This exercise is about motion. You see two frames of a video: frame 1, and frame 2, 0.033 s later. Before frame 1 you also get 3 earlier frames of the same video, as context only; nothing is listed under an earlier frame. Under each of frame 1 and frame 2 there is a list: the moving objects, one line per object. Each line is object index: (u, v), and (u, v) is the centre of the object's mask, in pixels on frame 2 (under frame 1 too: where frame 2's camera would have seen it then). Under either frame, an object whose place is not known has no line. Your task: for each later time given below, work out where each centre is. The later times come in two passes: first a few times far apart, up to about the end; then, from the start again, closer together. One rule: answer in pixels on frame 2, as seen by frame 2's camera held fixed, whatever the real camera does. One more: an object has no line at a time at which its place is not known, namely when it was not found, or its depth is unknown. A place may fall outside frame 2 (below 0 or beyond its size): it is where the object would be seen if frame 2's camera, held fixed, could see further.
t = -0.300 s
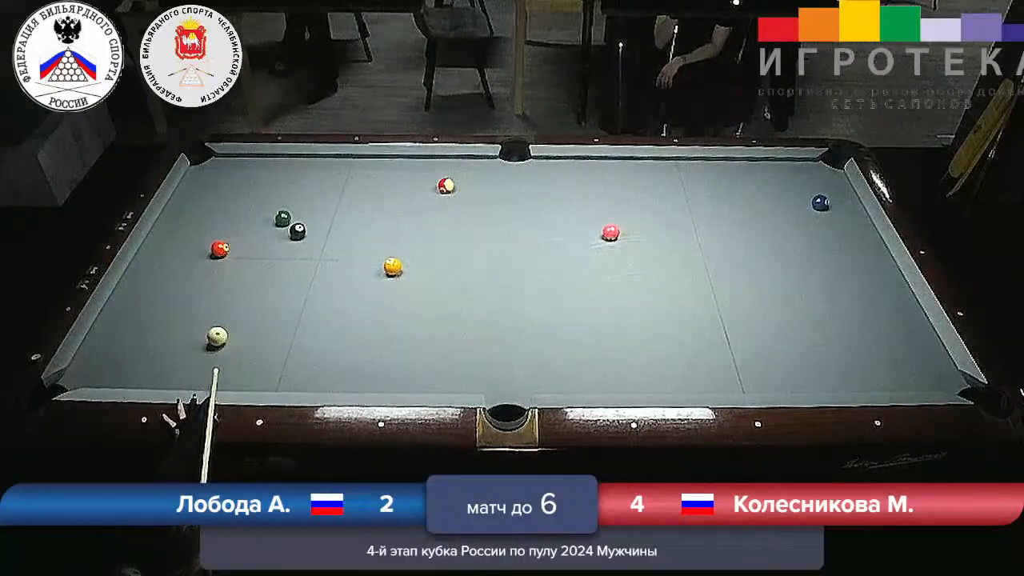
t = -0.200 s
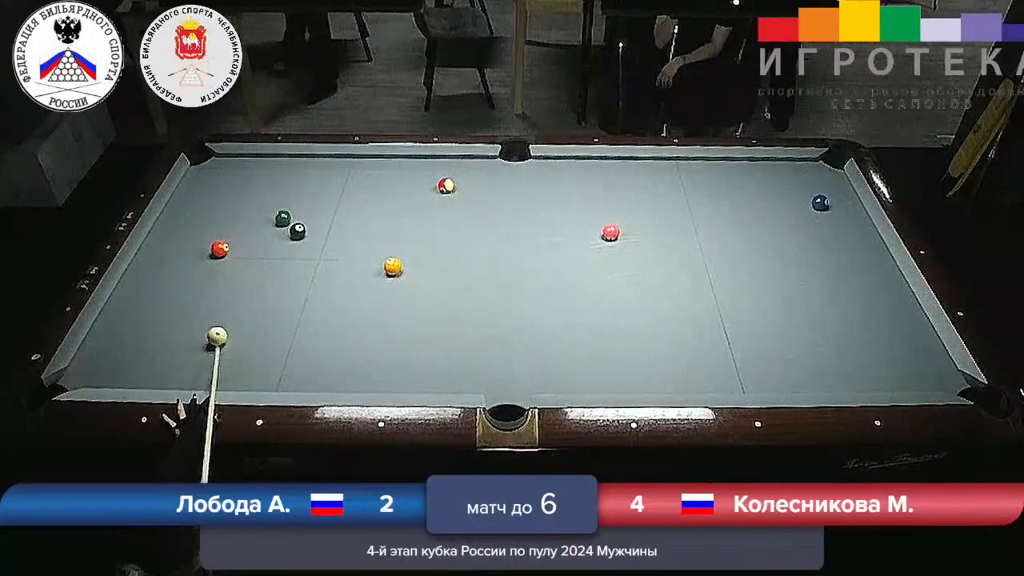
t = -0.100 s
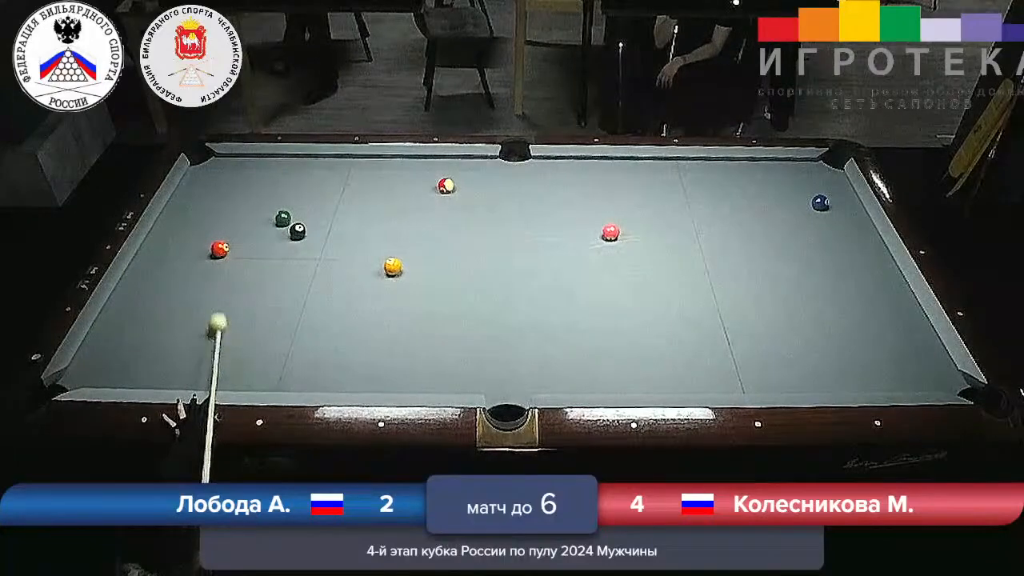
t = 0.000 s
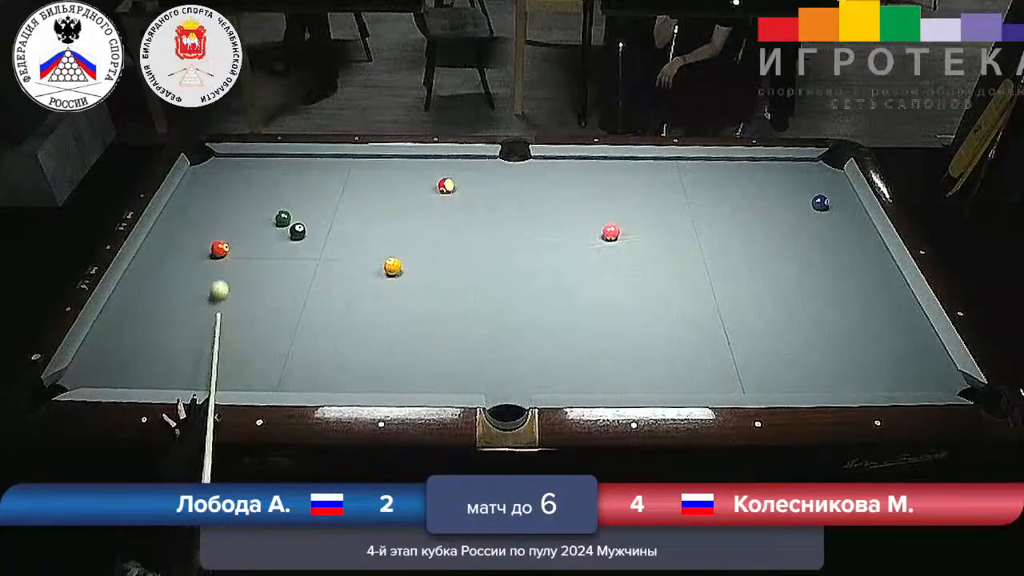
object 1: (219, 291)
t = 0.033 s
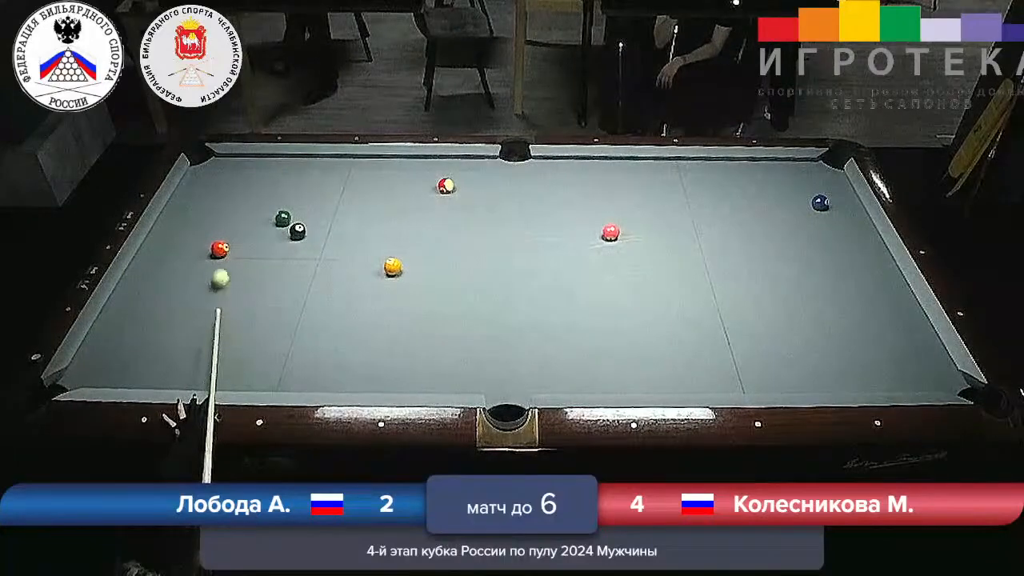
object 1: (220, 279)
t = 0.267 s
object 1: (230, 253)
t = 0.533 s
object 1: (244, 233)
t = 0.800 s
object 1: (256, 217)
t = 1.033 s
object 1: (265, 205)
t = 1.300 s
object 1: (276, 190)
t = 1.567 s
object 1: (284, 178)
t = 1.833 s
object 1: (292, 167)
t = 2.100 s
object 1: (299, 159)
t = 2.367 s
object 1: (302, 164)
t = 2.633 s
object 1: (305, 168)
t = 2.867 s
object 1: (307, 172)
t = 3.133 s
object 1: (308, 175)
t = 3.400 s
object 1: (309, 178)
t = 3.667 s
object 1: (310, 180)
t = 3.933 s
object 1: (311, 181)
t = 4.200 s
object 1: (311, 182)
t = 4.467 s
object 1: (311, 182)
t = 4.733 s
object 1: (311, 182)
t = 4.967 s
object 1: (311, 181)
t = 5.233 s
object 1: (311, 181)
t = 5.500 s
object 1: (311, 181)
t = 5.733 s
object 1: (311, 181)
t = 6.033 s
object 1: (311, 181)
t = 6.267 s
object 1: (311, 181)
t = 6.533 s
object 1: (311, 181)
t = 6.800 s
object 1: (311, 181)
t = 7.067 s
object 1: (311, 181)
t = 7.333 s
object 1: (311, 181)
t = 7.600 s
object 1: (311, 181)
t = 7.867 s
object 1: (311, 181)
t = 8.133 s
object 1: (311, 181)
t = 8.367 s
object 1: (311, 181)
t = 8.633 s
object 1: (311, 181)
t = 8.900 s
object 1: (311, 181)
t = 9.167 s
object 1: (311, 181)
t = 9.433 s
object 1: (311, 181)
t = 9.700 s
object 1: (311, 181)
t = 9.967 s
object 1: (311, 181)
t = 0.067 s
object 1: (220, 274)
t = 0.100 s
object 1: (221, 263)
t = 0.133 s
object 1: (222, 259)
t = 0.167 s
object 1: (224, 258)
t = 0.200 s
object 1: (226, 256)
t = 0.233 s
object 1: (229, 254)
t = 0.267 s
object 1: (230, 253)
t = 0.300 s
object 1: (231, 250)
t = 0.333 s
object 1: (234, 247)
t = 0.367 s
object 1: (235, 246)
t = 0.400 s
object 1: (237, 243)
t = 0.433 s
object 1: (239, 240)
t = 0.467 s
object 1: (240, 239)
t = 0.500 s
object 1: (242, 236)
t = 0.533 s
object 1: (244, 233)
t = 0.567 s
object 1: (244, 232)
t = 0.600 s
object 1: (246, 229)
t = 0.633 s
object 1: (248, 227)
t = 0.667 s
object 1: (249, 226)
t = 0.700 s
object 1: (251, 223)
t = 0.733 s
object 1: (253, 221)
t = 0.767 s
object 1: (254, 220)
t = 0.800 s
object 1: (256, 217)
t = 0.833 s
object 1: (257, 215)
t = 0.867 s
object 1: (258, 214)
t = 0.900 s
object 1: (260, 211)
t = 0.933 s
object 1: (261, 210)
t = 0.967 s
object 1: (262, 208)
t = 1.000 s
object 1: (264, 206)
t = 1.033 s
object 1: (265, 205)
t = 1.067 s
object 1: (266, 202)
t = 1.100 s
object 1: (268, 200)
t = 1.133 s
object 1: (269, 199)
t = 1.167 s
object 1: (270, 197)
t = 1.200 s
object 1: (272, 195)
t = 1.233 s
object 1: (273, 194)
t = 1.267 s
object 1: (274, 192)
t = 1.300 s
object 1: (276, 190)
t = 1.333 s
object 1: (276, 189)
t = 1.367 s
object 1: (277, 187)
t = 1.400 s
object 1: (279, 185)
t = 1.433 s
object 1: (280, 184)
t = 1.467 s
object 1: (281, 183)
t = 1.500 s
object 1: (283, 181)
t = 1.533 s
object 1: (283, 180)
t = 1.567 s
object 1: (284, 178)
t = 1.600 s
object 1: (286, 176)
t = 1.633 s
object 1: (287, 175)
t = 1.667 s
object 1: (288, 174)
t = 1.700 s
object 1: (289, 172)
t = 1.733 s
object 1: (290, 171)
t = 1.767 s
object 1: (291, 169)
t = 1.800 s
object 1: (292, 168)
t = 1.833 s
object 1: (292, 167)
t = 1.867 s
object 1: (295, 164)
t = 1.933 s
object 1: (295, 163)
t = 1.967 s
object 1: (297, 161)
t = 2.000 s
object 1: (298, 160)
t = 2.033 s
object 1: (298, 159)
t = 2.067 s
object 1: (299, 159)
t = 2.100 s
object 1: (299, 159)
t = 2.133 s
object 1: (300, 160)
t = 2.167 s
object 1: (300, 161)
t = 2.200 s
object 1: (300, 161)
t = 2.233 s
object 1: (301, 162)
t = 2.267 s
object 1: (301, 162)
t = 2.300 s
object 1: (302, 163)
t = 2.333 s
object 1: (302, 163)
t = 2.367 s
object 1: (302, 164)
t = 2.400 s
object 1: (303, 165)
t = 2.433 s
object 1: (303, 165)
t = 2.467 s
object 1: (303, 166)
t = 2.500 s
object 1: (303, 166)
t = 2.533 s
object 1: (304, 167)
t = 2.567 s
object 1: (304, 167)
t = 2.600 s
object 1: (304, 168)
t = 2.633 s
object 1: (305, 168)
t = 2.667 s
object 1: (305, 169)
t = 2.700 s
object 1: (305, 170)
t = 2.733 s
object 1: (306, 170)
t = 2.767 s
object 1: (306, 171)
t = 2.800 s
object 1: (306, 171)
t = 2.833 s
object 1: (306, 172)
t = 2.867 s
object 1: (307, 172)
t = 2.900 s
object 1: (307, 172)
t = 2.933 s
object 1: (307, 173)
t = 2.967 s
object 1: (307, 173)
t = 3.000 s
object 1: (308, 174)
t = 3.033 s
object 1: (308, 174)
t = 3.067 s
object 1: (308, 174)
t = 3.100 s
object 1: (308, 175)
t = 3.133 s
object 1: (308, 175)
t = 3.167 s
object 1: (308, 176)
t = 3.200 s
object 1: (308, 176)
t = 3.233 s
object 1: (308, 176)
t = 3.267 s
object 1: (309, 177)
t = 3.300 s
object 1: (309, 177)
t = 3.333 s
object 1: (309, 177)
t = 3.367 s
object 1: (309, 177)
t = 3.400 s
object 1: (309, 178)
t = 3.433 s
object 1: (309, 178)
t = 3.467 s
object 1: (309, 178)
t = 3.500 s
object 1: (310, 178)
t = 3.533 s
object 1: (310, 179)
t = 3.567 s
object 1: (310, 179)
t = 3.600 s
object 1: (310, 179)
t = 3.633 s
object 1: (310, 179)
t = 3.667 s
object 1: (310, 180)
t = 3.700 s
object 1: (310, 180)
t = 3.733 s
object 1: (310, 180)
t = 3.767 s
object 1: (310, 180)
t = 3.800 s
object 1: (310, 180)
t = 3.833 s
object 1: (310, 181)
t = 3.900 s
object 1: (311, 181)
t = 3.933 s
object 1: (311, 181)
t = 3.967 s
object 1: (311, 181)
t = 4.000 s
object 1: (311, 181)
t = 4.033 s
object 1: (311, 181)
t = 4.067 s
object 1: (311, 182)
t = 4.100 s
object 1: (311, 182)
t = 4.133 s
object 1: (311, 181)
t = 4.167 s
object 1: (311, 182)
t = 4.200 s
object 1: (311, 182)
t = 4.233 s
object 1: (311, 181)
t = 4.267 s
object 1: (311, 182)
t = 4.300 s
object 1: (311, 182)
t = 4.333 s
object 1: (311, 182)
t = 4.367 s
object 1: (311, 182)
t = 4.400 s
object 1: (311, 182)
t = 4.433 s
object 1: (311, 182)
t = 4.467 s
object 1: (311, 182)
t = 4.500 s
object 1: (311, 182)
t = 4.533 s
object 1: (311, 182)
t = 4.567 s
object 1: (311, 182)
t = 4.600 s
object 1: (311, 182)
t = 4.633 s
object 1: (311, 182)
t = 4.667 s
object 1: (311, 182)
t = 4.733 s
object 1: (311, 182)
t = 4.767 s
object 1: (311, 181)
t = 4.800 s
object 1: (311, 182)
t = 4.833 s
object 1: (311, 181)
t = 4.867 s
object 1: (311, 181)
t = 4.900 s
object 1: (311, 181)
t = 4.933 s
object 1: (311, 181)
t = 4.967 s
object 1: (311, 181)
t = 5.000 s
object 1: (311, 181)
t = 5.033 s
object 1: (311, 181)
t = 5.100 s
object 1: (311, 181)
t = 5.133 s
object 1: (311, 181)
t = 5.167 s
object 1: (311, 181)
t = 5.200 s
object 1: (311, 181)
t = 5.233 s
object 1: (311, 181)
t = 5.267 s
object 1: (311, 181)
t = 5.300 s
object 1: (311, 181)
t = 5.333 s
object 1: (311, 181)
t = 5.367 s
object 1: (311, 181)
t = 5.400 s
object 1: (311, 181)
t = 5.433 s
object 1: (311, 181)
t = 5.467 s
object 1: (311, 181)
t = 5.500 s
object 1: (311, 181)
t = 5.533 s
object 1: (311, 181)
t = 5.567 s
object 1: (311, 181)
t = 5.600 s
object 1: (311, 181)
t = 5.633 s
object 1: (311, 181)
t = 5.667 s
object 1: (311, 181)
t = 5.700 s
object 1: (311, 181)
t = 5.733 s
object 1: (311, 181)
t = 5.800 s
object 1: (311, 181)
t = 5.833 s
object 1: (311, 181)
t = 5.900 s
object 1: (311, 181)
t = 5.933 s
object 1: (311, 181)
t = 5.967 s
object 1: (311, 181)
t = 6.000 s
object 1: (311, 181)
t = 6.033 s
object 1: (311, 181)
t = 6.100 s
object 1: (311, 181)
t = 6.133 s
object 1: (311, 181)
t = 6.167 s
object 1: (311, 182)
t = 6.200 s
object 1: (311, 181)
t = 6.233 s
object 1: (311, 181)
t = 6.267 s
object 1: (311, 181)
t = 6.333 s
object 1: (311, 181)
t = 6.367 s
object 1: (311, 181)
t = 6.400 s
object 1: (311, 181)
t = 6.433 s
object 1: (311, 181)
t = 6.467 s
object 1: (311, 181)
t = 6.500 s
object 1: (311, 181)
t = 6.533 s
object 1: (311, 181)
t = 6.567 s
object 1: (311, 181)
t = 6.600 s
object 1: (311, 181)
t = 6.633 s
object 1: (311, 181)
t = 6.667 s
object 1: (311, 181)
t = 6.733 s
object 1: (311, 181)
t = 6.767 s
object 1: (311, 181)
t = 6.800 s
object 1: (311, 181)
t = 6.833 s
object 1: (311, 181)
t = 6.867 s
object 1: (311, 181)
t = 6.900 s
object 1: (311, 181)
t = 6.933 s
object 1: (311, 181)
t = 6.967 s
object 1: (311, 181)
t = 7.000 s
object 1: (311, 181)
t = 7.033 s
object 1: (311, 181)
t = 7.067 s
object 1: (311, 181)
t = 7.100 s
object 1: (311, 181)
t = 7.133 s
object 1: (311, 181)
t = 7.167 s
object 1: (311, 181)
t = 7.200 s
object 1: (311, 181)
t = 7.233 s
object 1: (311, 181)
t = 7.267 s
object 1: (311, 181)
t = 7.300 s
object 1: (311, 181)
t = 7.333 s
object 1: (311, 181)
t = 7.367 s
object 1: (311, 181)
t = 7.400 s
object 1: (311, 181)
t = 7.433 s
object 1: (311, 181)
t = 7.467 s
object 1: (311, 181)
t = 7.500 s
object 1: (311, 181)
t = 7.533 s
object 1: (311, 181)
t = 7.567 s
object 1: (311, 181)
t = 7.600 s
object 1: (311, 181)
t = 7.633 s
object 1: (311, 182)
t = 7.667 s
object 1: (311, 181)
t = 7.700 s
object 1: (311, 181)
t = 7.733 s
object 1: (311, 182)
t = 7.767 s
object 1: (311, 181)
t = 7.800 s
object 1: (311, 181)
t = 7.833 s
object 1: (311, 181)
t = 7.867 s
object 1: (311, 181)
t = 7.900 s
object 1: (311, 181)
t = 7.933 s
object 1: (311, 181)
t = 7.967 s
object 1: (311, 181)
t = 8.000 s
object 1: (311, 181)
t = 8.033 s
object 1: (311, 181)
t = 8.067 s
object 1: (311, 181)
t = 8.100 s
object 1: (311, 181)
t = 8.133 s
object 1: (311, 181)
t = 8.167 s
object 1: (311, 181)
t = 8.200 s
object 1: (311, 181)
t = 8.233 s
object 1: (311, 181)
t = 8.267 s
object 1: (311, 181)
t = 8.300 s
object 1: (311, 181)
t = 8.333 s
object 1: (311, 181)
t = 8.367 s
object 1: (311, 181)
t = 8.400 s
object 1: (311, 181)
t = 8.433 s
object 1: (311, 181)
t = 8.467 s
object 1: (311, 181)
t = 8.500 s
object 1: (311, 181)
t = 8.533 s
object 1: (311, 181)
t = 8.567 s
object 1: (311, 181)
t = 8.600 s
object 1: (311, 181)
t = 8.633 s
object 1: (311, 181)
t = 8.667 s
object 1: (311, 181)
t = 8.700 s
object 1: (311, 181)
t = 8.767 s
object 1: (311, 181)
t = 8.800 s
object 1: (311, 181)
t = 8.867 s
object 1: (311, 181)
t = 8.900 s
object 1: (311, 181)
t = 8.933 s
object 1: (311, 181)
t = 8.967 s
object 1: (311, 181)
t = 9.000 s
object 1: (311, 181)
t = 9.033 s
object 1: (311, 181)
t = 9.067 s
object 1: (311, 181)
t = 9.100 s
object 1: (311, 181)
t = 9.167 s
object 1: (311, 181)
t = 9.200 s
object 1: (311, 181)
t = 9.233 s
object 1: (311, 181)
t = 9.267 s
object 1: (311, 181)
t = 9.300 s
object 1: (311, 181)
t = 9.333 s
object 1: (311, 181)
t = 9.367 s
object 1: (311, 181)
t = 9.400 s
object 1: (311, 181)
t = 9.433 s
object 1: (311, 181)
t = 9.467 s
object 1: (311, 181)
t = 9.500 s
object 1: (311, 181)
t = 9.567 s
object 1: (311, 181)
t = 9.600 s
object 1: (311, 181)
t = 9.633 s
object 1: (311, 181)
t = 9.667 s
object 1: (311, 181)
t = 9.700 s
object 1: (311, 181)
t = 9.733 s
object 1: (311, 181)
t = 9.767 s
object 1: (311, 181)
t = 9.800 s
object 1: (311, 181)
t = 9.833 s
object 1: (311, 181)
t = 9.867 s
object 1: (311, 181)
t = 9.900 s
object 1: (311, 181)
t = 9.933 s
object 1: (311, 181)
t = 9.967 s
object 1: (311, 181)
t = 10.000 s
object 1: (311, 181)
